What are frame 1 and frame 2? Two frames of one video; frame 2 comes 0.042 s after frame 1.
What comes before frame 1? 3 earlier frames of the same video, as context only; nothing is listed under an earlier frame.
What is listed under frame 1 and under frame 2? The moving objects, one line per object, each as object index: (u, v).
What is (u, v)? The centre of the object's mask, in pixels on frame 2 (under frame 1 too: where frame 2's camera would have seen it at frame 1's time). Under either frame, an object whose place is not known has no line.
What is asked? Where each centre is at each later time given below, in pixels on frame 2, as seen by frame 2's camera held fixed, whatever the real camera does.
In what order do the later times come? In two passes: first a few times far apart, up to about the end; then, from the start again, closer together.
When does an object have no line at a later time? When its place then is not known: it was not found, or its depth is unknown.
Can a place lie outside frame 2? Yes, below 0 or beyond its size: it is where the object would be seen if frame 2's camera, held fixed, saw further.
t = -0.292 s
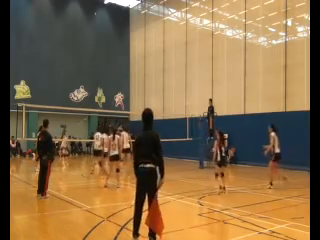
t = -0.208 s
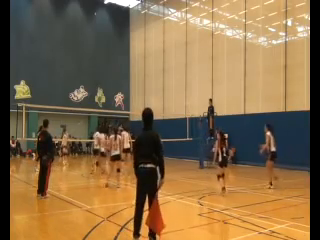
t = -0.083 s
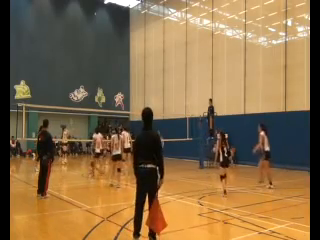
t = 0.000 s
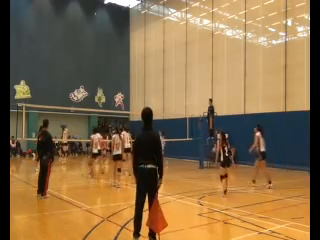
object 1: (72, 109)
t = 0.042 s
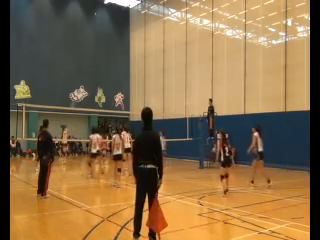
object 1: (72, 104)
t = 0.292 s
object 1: (75, 77)
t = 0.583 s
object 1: (77, 62)
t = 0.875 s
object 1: (79, 64)
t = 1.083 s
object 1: (79, 76)
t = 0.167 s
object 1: (73, 87)
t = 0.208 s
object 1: (74, 84)
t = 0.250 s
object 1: (74, 80)
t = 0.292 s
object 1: (75, 77)
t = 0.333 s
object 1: (75, 74)
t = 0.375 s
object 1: (75, 71)
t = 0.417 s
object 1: (76, 69)
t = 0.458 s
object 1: (76, 67)
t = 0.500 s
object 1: (76, 65)
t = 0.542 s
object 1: (77, 63)
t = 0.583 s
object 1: (77, 62)
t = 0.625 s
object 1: (77, 62)
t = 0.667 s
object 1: (78, 61)
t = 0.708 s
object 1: (78, 61)
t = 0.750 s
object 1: (78, 61)
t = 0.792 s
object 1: (78, 62)
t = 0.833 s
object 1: (79, 62)
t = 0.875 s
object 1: (79, 64)
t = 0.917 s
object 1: (79, 66)
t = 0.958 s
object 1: (79, 68)
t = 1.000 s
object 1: (79, 70)
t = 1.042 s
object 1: (79, 73)
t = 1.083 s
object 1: (79, 76)
